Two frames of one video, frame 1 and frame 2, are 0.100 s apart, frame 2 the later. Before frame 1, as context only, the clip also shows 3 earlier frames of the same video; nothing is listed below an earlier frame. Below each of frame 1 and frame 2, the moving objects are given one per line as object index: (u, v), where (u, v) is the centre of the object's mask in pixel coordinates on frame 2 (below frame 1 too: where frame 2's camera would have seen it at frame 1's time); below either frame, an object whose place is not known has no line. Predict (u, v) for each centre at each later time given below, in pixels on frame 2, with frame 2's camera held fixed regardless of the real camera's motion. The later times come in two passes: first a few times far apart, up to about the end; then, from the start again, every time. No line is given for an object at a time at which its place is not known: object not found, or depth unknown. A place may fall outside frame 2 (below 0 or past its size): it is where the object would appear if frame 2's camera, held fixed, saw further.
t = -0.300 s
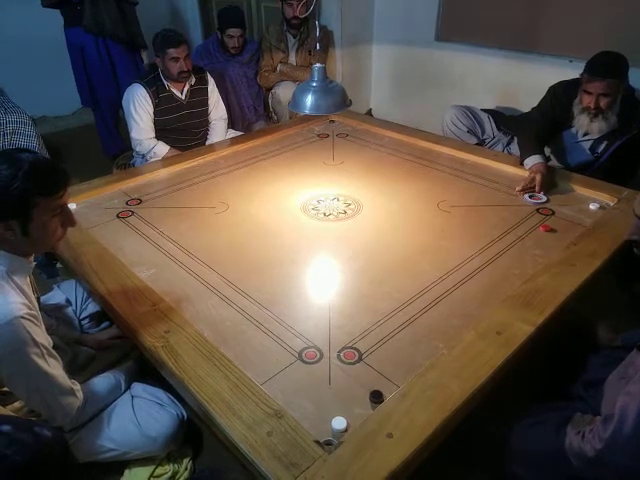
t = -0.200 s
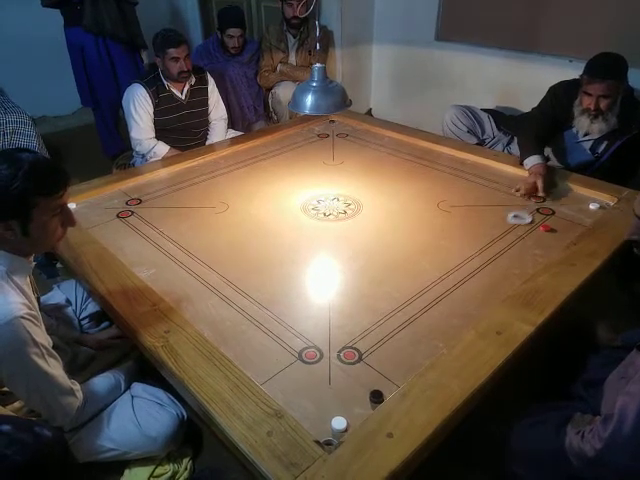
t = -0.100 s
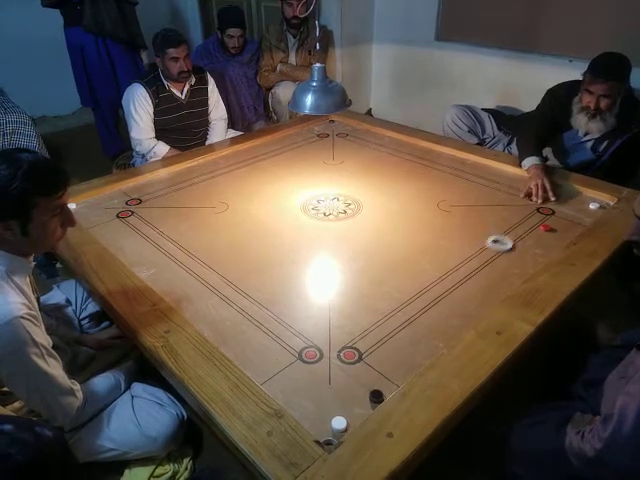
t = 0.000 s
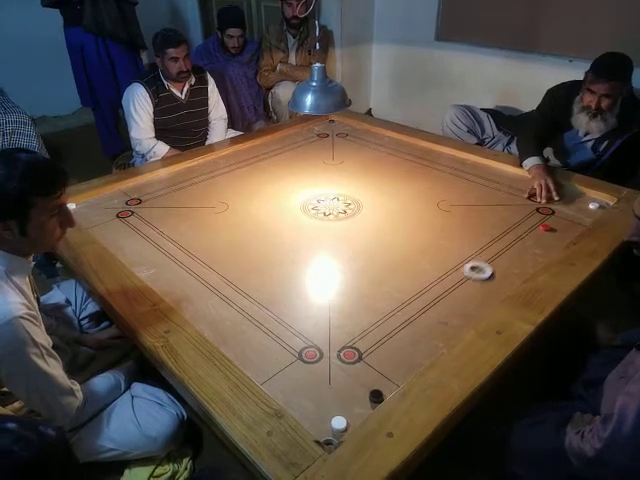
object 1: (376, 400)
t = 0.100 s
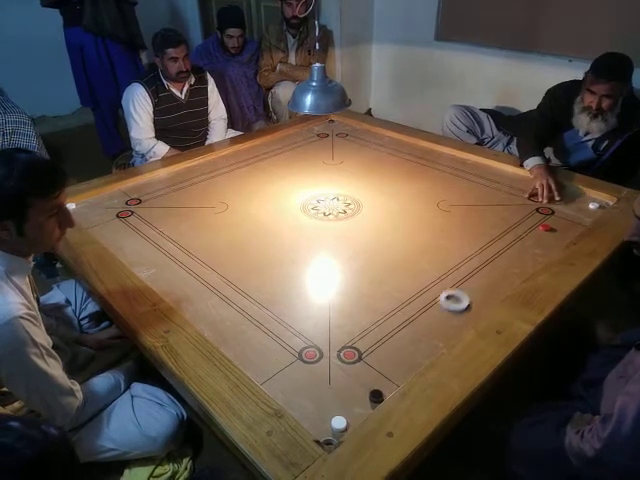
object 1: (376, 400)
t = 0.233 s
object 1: (376, 399)
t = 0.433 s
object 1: (350, 423)
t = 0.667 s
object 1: (336, 427)
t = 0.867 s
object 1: (337, 427)
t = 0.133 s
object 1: (376, 400)
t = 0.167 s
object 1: (376, 400)
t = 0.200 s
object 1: (376, 400)
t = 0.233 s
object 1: (376, 399)
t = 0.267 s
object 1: (376, 400)
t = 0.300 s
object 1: (376, 400)
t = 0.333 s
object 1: (377, 398)
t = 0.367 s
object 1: (368, 407)
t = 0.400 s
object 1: (356, 418)
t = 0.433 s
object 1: (350, 423)
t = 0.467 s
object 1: (346, 424)
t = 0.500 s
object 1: (343, 426)
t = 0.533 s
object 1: (341, 427)
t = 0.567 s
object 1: (338, 427)
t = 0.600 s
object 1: (337, 427)
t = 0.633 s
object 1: (337, 427)
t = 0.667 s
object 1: (336, 427)
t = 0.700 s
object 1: (336, 427)
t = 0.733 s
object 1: (337, 427)
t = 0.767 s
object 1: (337, 427)
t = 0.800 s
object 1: (337, 428)
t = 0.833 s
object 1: (337, 427)
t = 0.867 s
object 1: (337, 427)
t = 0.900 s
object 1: (337, 428)
